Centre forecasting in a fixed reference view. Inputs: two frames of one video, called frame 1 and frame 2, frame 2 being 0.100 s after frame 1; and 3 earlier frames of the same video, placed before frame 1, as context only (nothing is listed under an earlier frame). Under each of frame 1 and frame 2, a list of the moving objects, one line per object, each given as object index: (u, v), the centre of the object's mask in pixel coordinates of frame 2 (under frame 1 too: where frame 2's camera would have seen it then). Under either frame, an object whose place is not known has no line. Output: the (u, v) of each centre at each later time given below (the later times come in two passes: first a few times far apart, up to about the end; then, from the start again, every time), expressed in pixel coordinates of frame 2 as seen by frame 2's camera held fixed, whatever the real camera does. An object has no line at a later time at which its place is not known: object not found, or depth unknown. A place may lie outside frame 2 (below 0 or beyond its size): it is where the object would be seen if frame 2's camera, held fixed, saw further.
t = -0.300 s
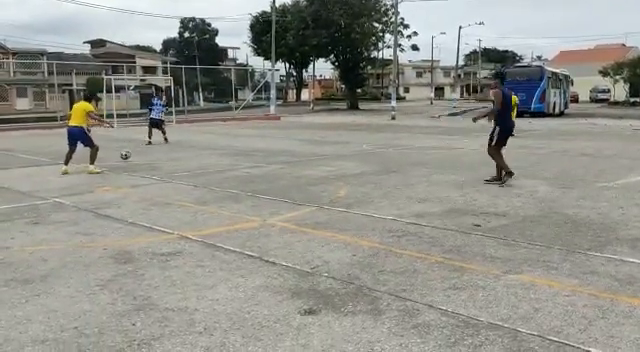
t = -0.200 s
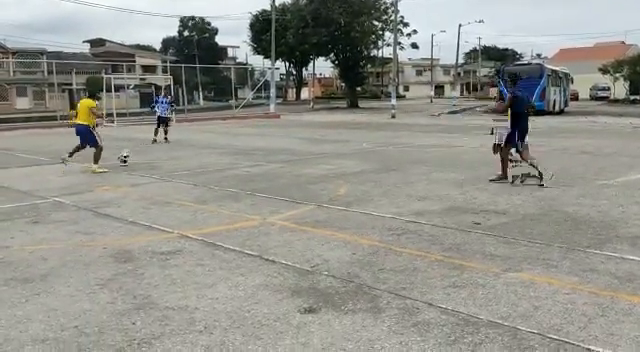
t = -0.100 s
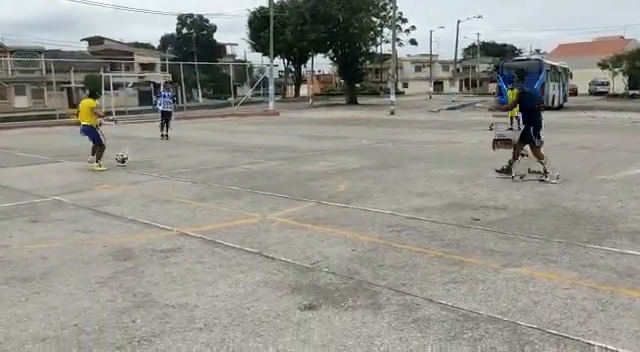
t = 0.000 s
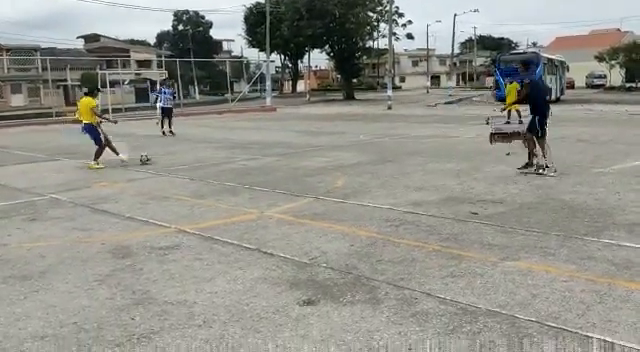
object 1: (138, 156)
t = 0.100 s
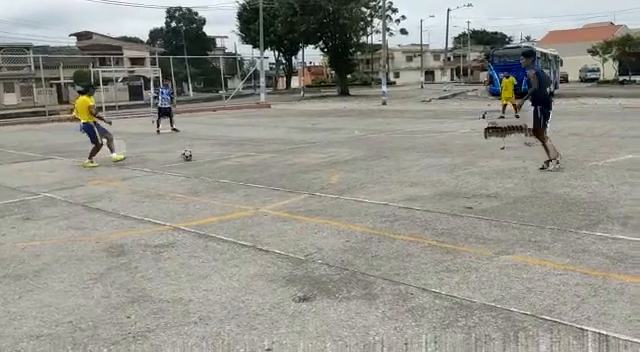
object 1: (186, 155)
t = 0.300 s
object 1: (265, 151)
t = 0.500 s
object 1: (334, 150)
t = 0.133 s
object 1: (200, 154)
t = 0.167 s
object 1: (215, 153)
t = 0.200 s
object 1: (230, 154)
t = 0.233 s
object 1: (241, 153)
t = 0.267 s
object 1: (253, 152)
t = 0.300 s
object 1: (265, 151)
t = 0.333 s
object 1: (276, 151)
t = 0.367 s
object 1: (288, 152)
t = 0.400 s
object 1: (299, 153)
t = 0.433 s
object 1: (310, 151)
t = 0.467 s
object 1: (321, 150)
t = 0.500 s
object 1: (334, 150)
